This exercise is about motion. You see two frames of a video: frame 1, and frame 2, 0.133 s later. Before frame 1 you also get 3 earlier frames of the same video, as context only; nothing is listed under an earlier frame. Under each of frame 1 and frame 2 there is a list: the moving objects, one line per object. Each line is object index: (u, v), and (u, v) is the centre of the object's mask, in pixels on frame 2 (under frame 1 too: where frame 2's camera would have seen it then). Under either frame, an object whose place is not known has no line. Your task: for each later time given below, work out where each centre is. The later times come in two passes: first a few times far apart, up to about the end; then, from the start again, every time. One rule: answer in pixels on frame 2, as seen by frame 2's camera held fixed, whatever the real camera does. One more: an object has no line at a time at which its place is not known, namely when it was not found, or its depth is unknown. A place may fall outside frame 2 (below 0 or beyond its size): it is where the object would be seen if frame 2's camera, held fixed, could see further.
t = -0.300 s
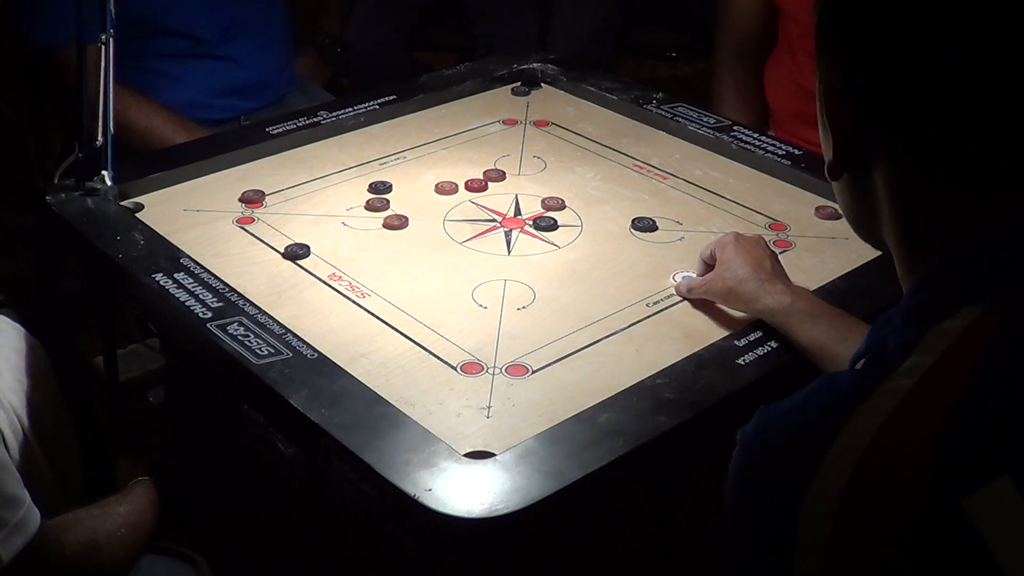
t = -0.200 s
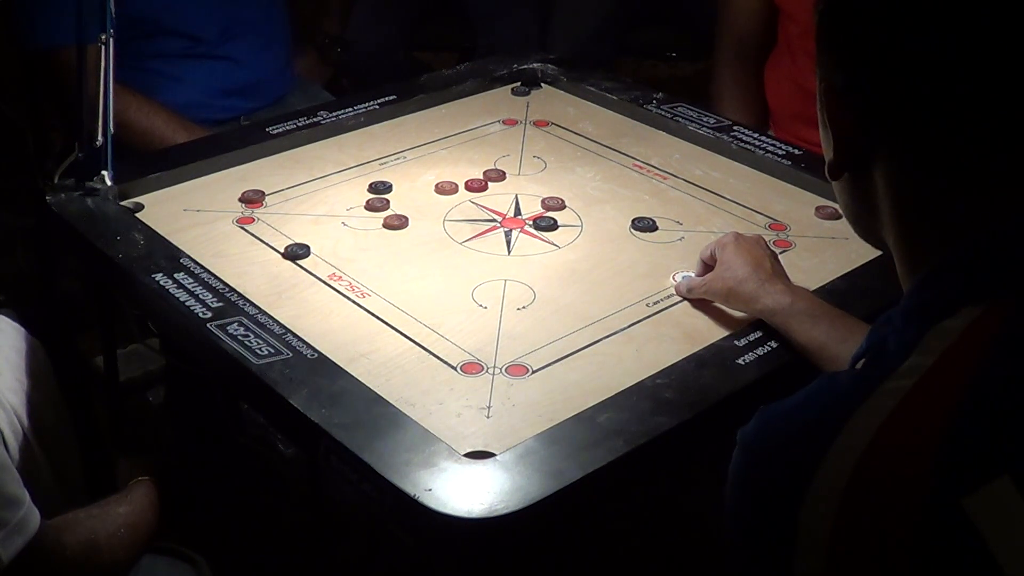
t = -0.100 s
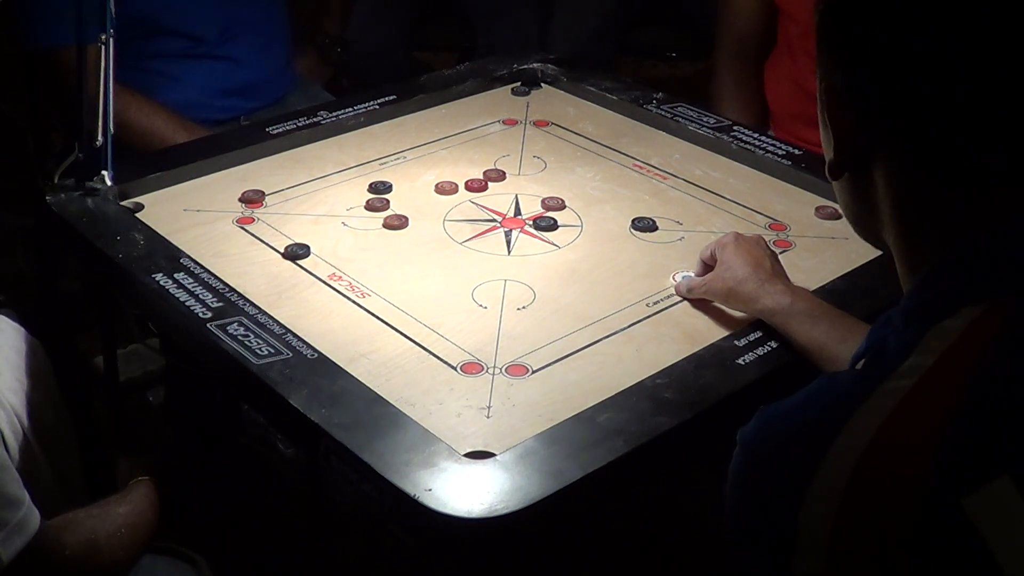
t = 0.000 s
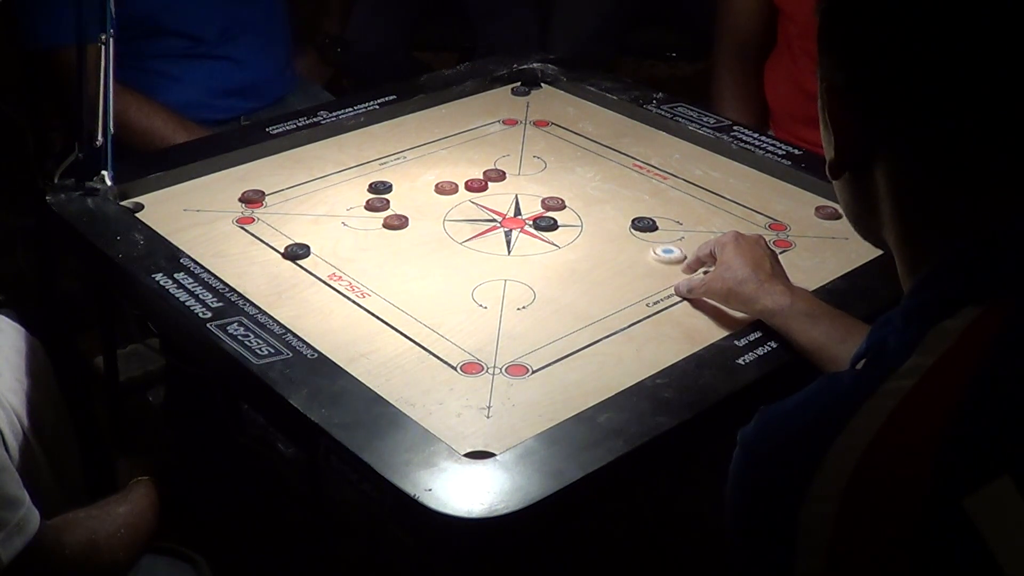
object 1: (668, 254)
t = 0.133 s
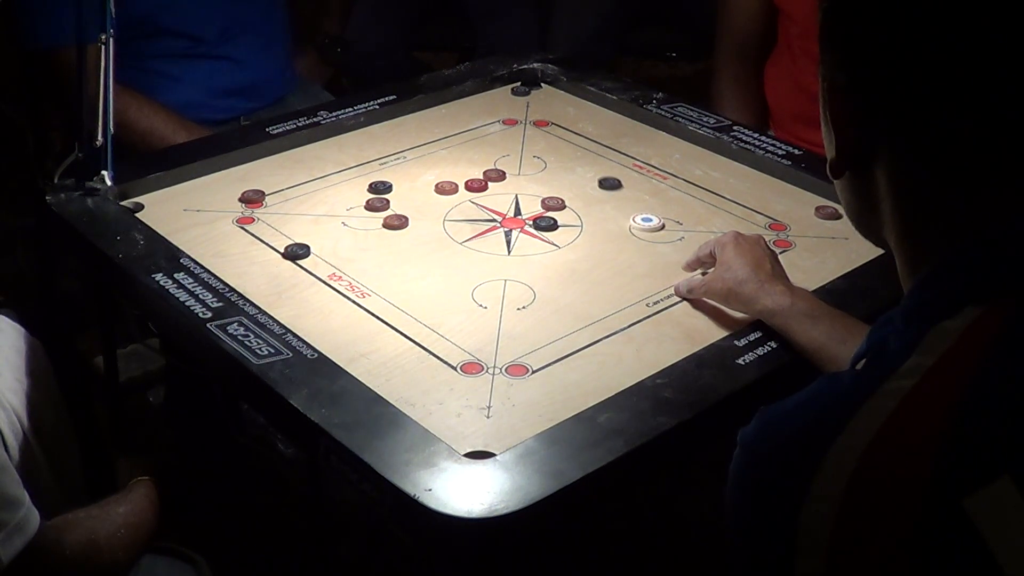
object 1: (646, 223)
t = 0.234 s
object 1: (640, 211)
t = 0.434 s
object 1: (632, 198)
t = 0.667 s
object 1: (632, 197)
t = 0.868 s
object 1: (632, 197)
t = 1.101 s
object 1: (632, 197)
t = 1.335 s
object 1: (632, 197)
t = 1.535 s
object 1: (632, 197)
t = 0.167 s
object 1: (644, 218)
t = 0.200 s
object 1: (642, 214)
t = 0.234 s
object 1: (640, 211)
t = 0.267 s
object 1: (638, 207)
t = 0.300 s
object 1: (637, 205)
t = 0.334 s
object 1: (635, 203)
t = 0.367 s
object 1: (634, 201)
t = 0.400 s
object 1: (633, 199)
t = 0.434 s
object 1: (632, 198)
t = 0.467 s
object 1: (632, 197)
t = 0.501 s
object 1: (632, 197)
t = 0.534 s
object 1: (632, 197)
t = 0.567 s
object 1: (632, 197)
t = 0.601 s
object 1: (632, 197)
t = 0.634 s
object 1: (632, 197)
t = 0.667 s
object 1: (632, 197)
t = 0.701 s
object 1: (632, 197)
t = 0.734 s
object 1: (632, 197)
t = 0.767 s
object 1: (632, 197)
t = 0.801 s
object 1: (632, 197)
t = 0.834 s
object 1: (632, 197)
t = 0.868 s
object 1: (632, 197)
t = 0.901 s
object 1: (632, 197)
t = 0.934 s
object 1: (632, 197)
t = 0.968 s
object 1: (632, 197)
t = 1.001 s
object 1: (632, 197)
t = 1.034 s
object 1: (632, 197)
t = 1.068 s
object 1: (632, 197)
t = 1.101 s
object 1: (632, 197)
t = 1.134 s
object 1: (632, 197)
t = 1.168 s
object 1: (632, 197)
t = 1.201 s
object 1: (632, 197)
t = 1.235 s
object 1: (632, 197)
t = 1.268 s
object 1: (632, 197)
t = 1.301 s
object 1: (632, 197)
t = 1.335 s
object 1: (632, 197)
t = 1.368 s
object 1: (632, 197)
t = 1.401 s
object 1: (632, 197)
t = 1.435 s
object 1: (632, 197)
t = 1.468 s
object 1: (632, 197)
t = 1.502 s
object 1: (632, 197)
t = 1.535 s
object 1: (632, 197)
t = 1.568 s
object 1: (632, 197)
